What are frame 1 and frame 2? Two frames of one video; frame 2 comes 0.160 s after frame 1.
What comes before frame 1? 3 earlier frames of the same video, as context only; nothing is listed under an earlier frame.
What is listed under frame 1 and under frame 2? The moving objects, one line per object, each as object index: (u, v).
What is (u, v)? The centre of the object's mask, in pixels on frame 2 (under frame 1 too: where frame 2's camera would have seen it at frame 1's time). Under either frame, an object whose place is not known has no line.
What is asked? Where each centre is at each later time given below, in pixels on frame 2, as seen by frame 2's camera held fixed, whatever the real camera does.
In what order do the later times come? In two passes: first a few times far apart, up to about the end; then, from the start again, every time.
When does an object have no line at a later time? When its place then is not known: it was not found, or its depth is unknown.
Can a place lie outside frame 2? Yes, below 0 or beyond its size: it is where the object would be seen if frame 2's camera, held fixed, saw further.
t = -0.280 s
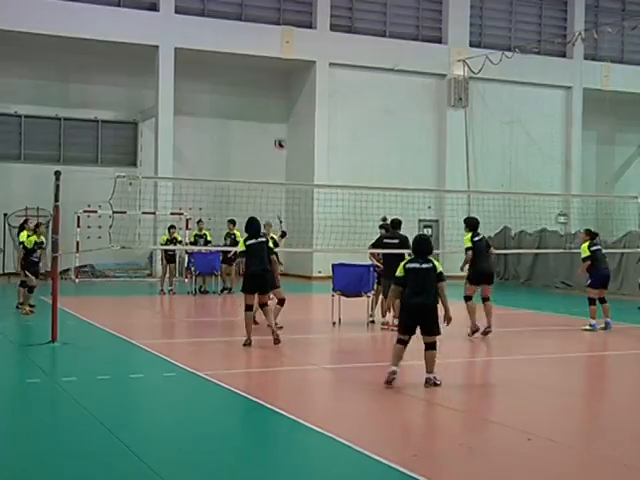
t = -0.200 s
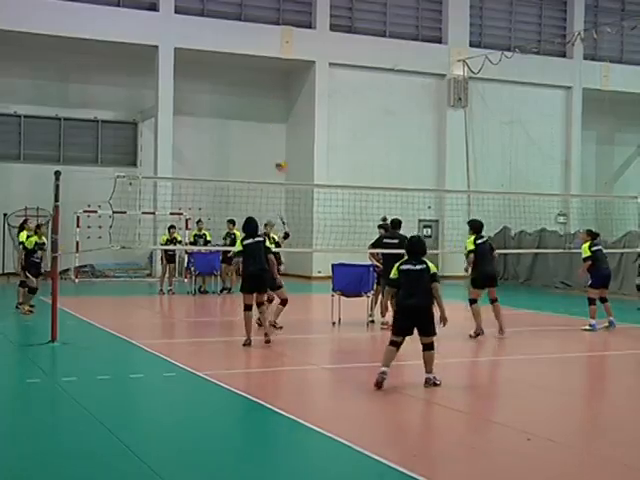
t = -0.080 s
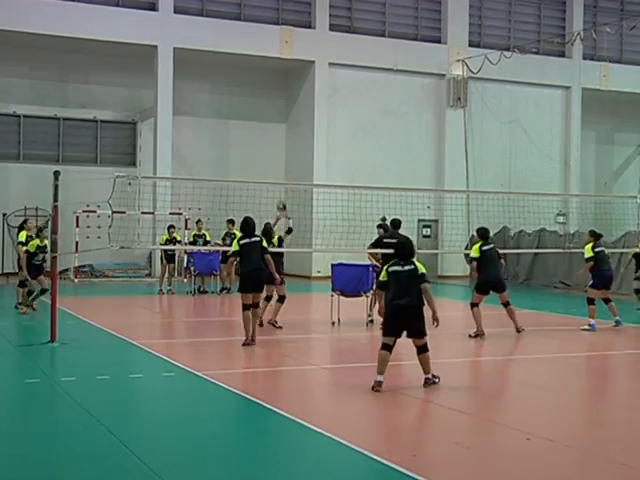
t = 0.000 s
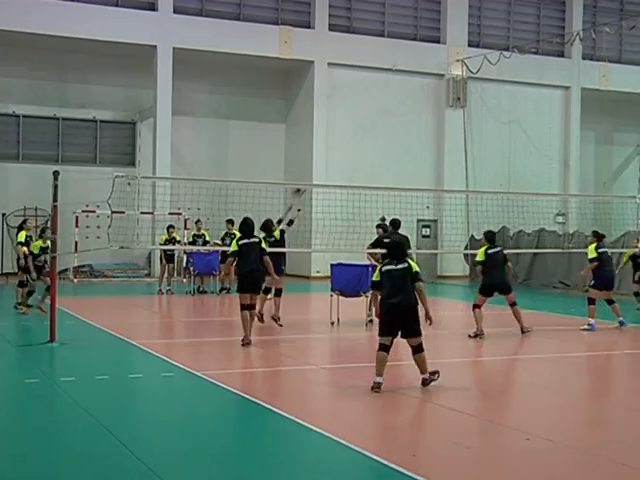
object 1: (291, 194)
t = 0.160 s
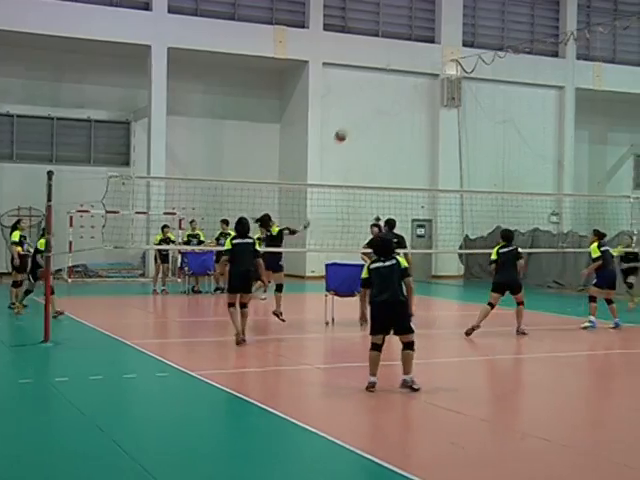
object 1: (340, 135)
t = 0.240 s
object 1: (362, 116)
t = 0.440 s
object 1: (413, 87)
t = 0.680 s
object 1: (470, 81)
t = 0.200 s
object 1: (351, 126)
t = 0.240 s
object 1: (362, 116)
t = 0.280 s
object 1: (373, 107)
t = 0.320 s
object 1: (383, 101)
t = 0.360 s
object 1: (393, 95)
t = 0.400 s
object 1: (403, 91)
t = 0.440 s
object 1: (413, 87)
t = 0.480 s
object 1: (423, 84)
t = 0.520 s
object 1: (432, 82)
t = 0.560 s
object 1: (441, 81)
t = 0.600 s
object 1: (451, 80)
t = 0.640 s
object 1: (461, 80)
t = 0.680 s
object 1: (470, 81)
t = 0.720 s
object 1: (481, 82)
